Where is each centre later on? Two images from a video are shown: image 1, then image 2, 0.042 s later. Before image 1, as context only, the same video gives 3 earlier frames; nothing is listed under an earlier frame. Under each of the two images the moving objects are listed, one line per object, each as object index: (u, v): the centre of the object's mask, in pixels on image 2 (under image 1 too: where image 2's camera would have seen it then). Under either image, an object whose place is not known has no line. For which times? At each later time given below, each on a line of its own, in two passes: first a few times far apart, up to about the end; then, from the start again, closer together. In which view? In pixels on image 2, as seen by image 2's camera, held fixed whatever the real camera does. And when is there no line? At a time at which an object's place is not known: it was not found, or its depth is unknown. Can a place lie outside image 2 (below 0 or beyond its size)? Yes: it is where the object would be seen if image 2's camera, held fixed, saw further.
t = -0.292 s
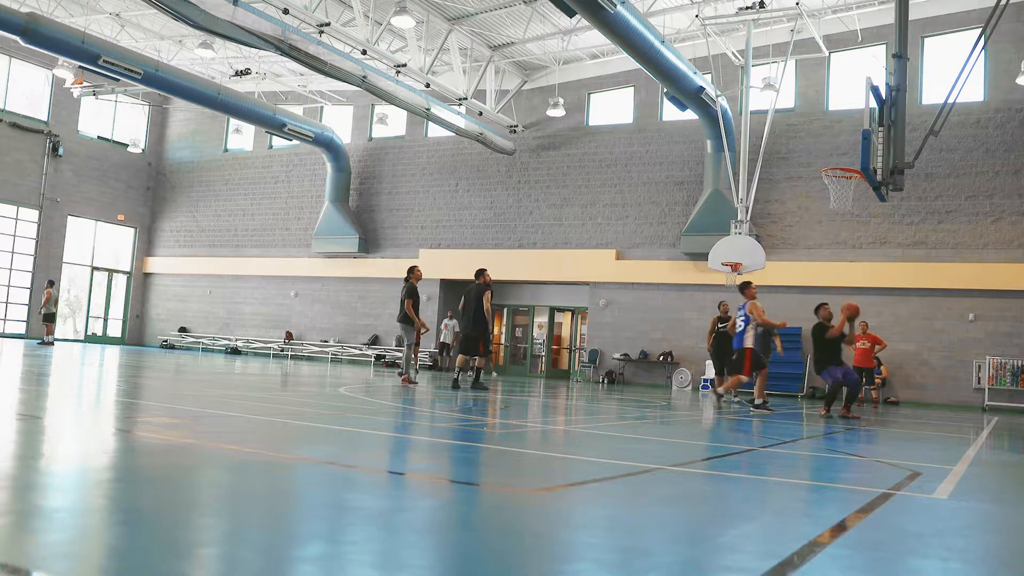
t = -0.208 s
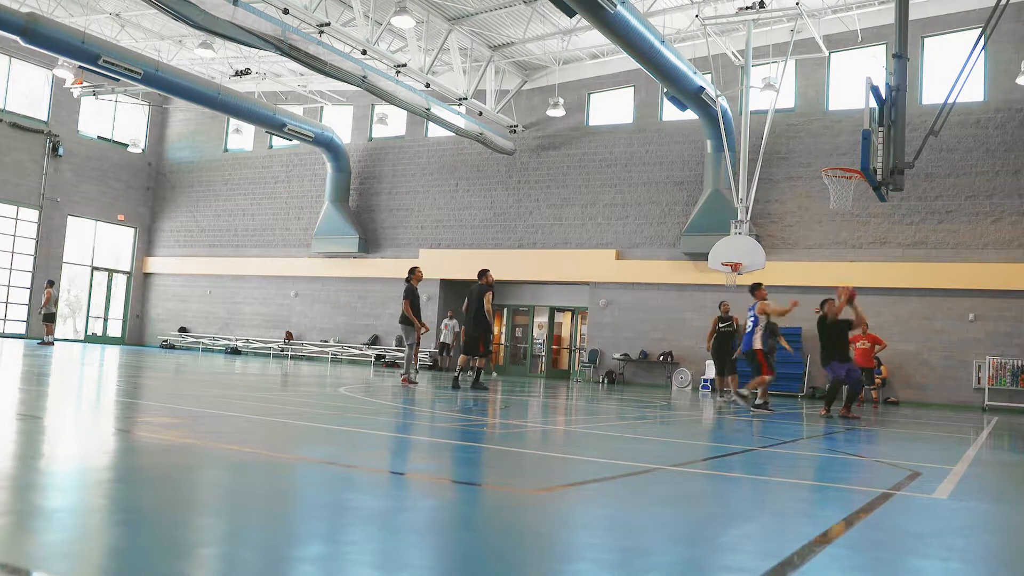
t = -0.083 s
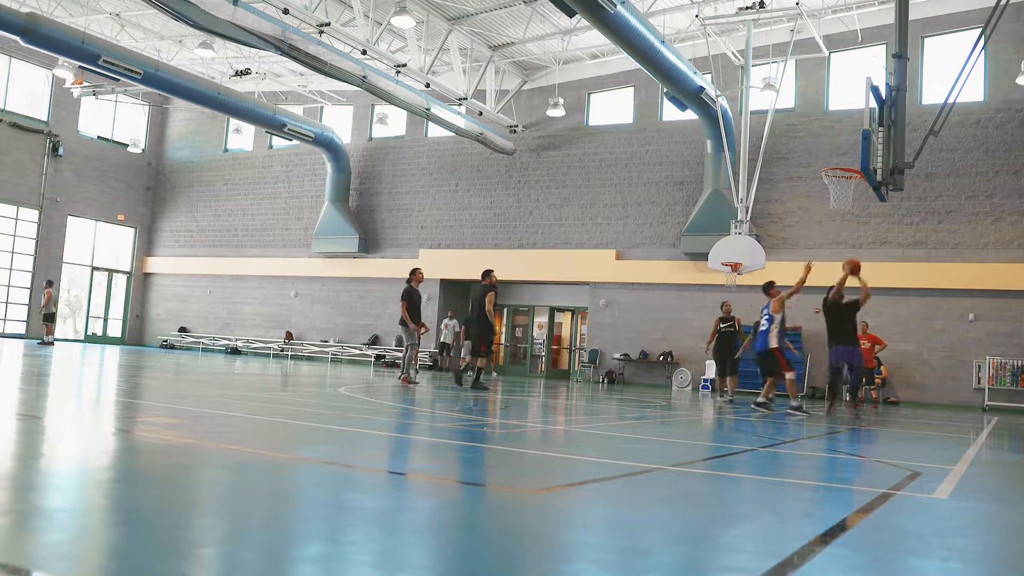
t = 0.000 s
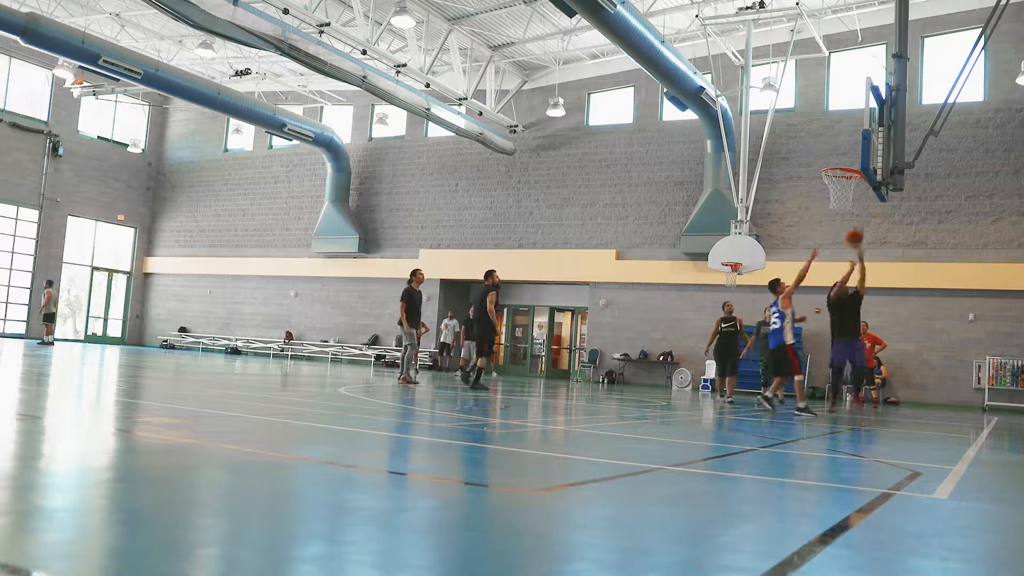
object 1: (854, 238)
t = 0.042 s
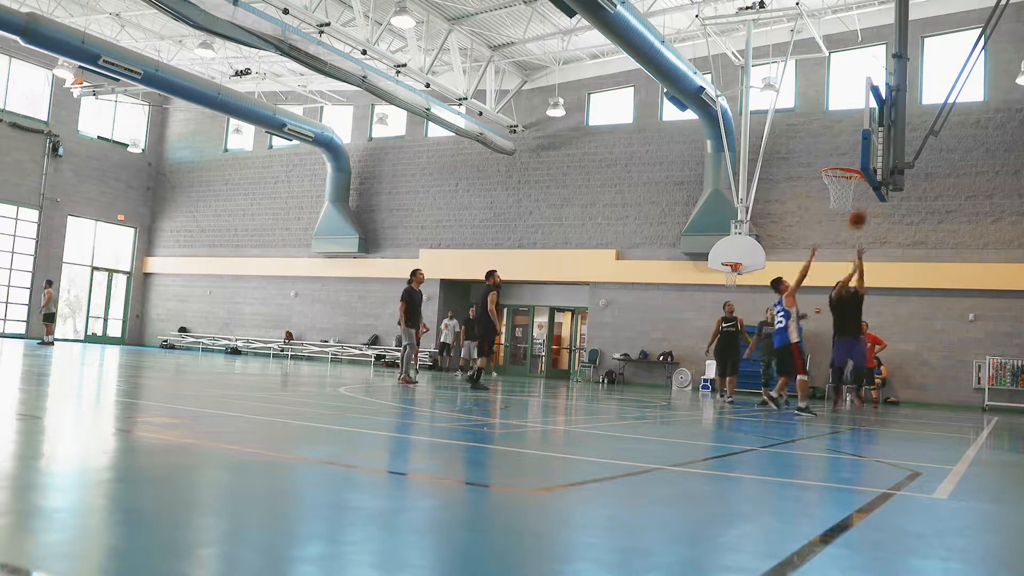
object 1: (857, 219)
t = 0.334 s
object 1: (859, 134)
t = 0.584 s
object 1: (851, 134)
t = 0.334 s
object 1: (859, 134)
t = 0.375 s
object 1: (858, 130)
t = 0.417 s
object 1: (858, 128)
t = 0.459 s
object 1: (857, 128)
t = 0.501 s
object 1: (855, 129)
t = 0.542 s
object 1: (853, 130)
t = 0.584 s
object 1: (851, 134)
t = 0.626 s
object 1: (848, 139)
